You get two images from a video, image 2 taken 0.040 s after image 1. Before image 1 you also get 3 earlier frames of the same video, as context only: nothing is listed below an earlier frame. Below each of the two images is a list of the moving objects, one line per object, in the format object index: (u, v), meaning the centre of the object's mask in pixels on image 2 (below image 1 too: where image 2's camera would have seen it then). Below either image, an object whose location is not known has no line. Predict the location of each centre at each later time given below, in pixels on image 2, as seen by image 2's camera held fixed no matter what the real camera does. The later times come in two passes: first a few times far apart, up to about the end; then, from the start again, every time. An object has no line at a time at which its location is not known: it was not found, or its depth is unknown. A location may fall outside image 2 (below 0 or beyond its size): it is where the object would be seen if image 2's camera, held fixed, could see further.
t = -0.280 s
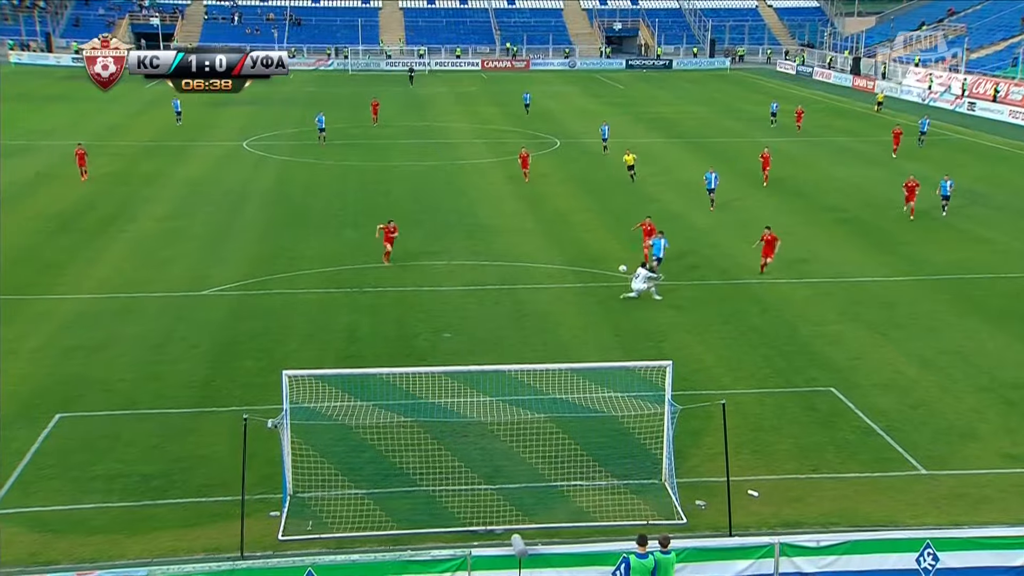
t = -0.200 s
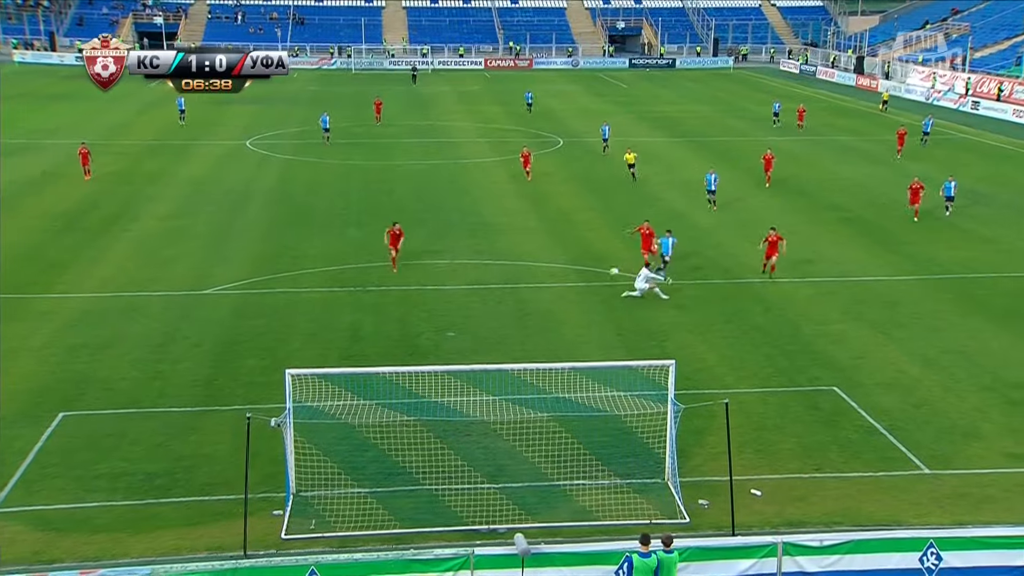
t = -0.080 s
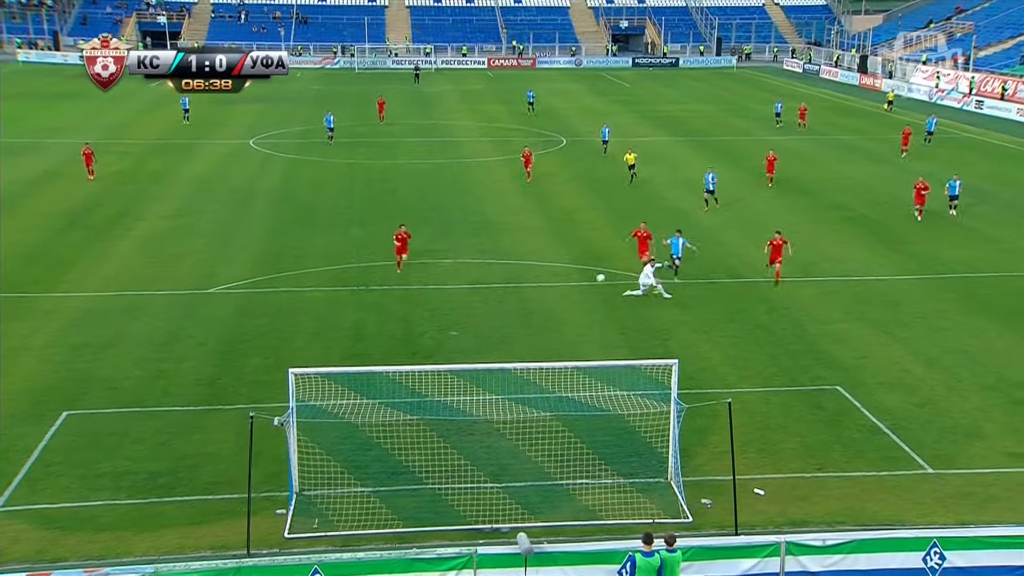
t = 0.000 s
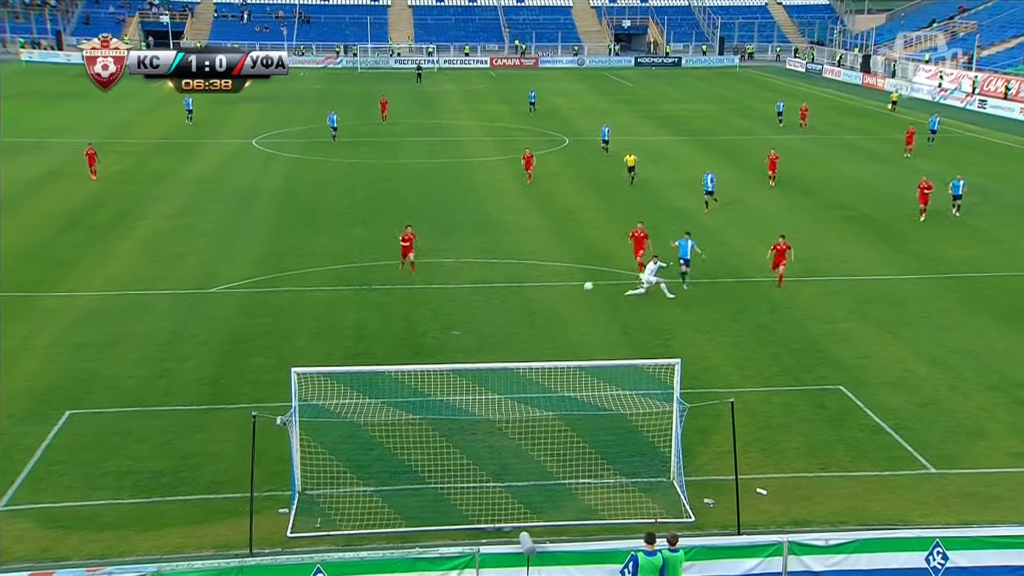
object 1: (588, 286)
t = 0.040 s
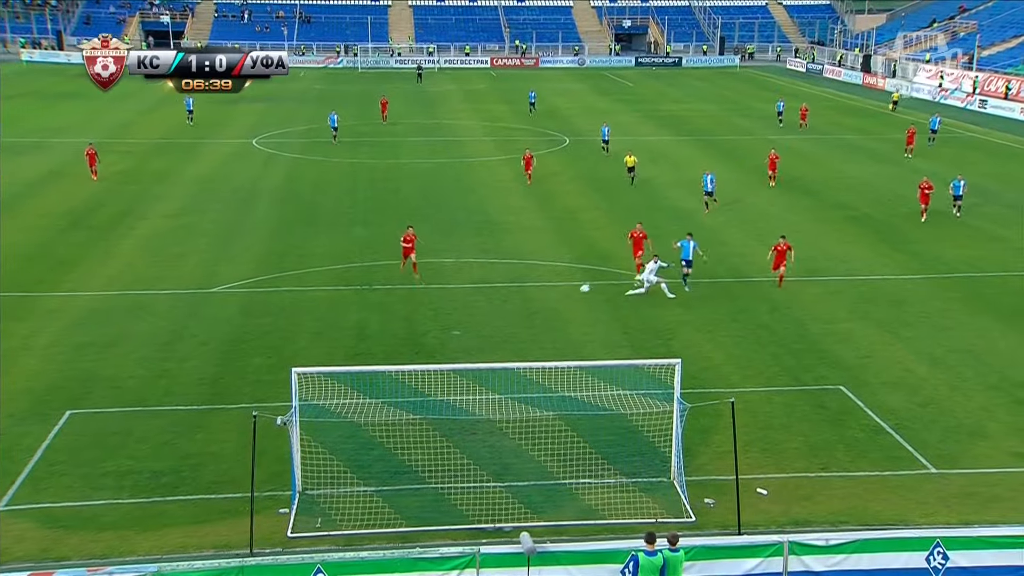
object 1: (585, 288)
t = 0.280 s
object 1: (536, 328)
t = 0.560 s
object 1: (469, 403)
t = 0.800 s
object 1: (410, 445)
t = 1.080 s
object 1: (347, 463)
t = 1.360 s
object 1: (304, 479)
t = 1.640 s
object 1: (322, 468)
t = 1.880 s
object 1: (341, 478)
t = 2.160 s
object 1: (359, 496)
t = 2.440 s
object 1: (368, 472)
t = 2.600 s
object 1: (373, 470)
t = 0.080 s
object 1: (577, 294)
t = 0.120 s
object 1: (568, 300)
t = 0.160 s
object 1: (560, 307)
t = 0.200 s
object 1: (555, 311)
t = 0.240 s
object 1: (545, 319)
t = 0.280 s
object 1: (536, 328)
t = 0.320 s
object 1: (526, 338)
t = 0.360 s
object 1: (520, 343)
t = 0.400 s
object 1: (509, 355)
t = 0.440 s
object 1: (498, 370)
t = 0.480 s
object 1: (487, 381)
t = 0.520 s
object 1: (476, 395)
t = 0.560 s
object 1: (469, 403)
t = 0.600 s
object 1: (458, 419)
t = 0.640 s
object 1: (445, 437)
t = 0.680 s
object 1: (433, 447)
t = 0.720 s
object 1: (429, 447)
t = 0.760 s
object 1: (419, 445)
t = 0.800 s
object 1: (410, 445)
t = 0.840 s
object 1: (399, 446)
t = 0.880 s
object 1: (395, 447)
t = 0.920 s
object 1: (385, 448)
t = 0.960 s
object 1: (374, 451)
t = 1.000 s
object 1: (364, 455)
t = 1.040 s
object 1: (358, 457)
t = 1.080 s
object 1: (347, 463)
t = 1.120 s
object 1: (336, 469)
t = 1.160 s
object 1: (330, 472)
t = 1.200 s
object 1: (319, 480)
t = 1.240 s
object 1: (309, 486)
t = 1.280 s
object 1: (304, 486)
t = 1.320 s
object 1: (303, 484)
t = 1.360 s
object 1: (304, 479)
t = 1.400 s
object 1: (306, 476)
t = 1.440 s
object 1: (308, 473)
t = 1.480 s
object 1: (309, 472)
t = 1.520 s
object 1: (313, 470)
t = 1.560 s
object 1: (317, 469)
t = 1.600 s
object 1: (319, 469)
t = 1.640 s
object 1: (322, 468)
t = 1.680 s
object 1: (326, 468)
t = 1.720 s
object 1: (328, 469)
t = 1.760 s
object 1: (331, 470)
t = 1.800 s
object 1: (335, 473)
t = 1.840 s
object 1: (337, 474)
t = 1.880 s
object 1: (341, 478)
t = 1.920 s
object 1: (344, 482)
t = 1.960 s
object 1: (348, 487)
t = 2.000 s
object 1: (350, 490)
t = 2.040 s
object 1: (353, 496)
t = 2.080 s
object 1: (357, 503)
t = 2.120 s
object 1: (358, 502)
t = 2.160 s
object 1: (359, 496)
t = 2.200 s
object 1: (361, 490)
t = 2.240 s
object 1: (361, 487)
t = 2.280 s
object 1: (363, 482)
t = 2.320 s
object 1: (364, 480)
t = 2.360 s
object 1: (365, 477)
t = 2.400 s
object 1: (366, 475)
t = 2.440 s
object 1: (368, 472)
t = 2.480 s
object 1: (369, 472)
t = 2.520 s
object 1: (370, 470)
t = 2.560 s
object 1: (371, 470)
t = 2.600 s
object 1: (373, 470)
